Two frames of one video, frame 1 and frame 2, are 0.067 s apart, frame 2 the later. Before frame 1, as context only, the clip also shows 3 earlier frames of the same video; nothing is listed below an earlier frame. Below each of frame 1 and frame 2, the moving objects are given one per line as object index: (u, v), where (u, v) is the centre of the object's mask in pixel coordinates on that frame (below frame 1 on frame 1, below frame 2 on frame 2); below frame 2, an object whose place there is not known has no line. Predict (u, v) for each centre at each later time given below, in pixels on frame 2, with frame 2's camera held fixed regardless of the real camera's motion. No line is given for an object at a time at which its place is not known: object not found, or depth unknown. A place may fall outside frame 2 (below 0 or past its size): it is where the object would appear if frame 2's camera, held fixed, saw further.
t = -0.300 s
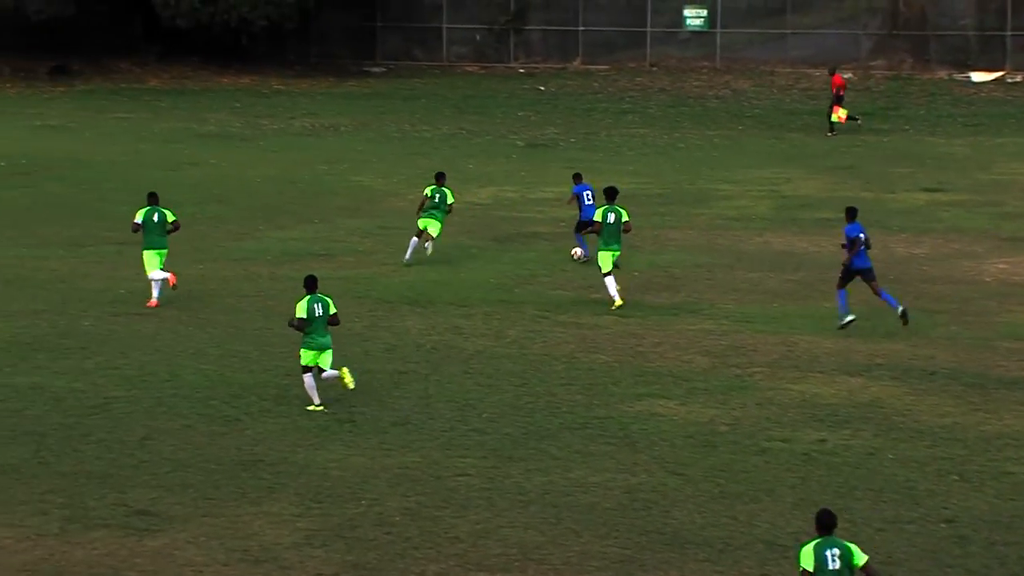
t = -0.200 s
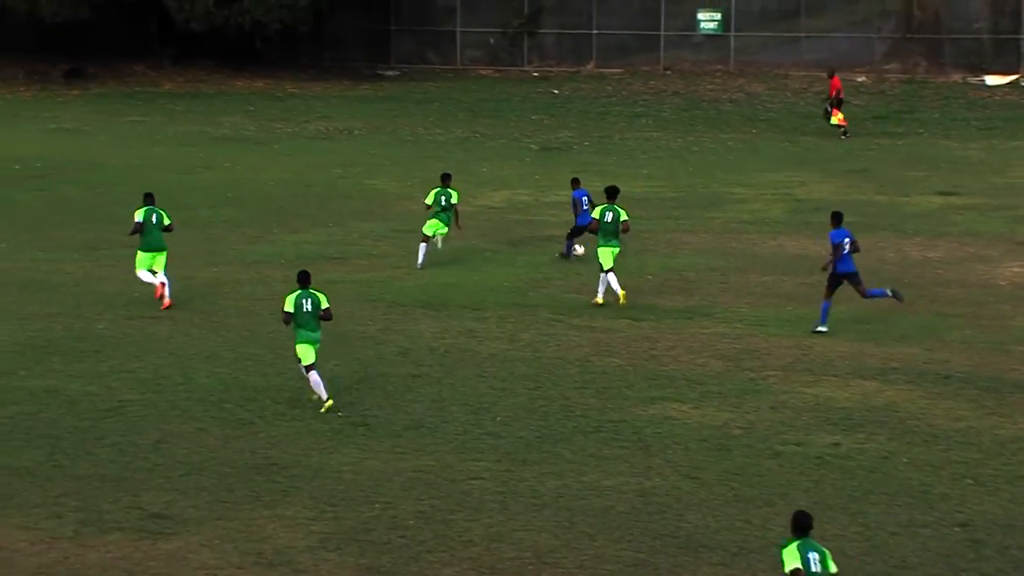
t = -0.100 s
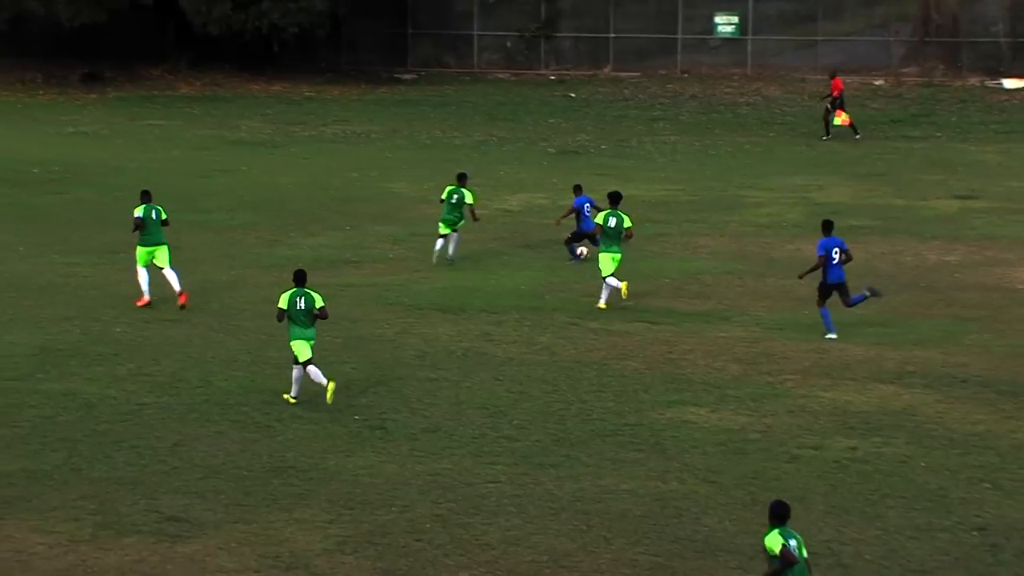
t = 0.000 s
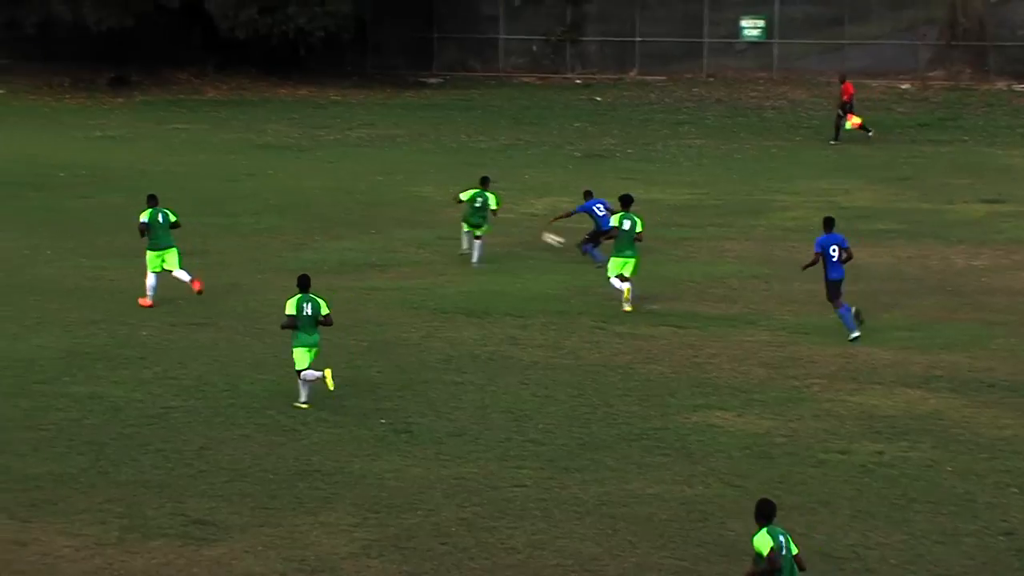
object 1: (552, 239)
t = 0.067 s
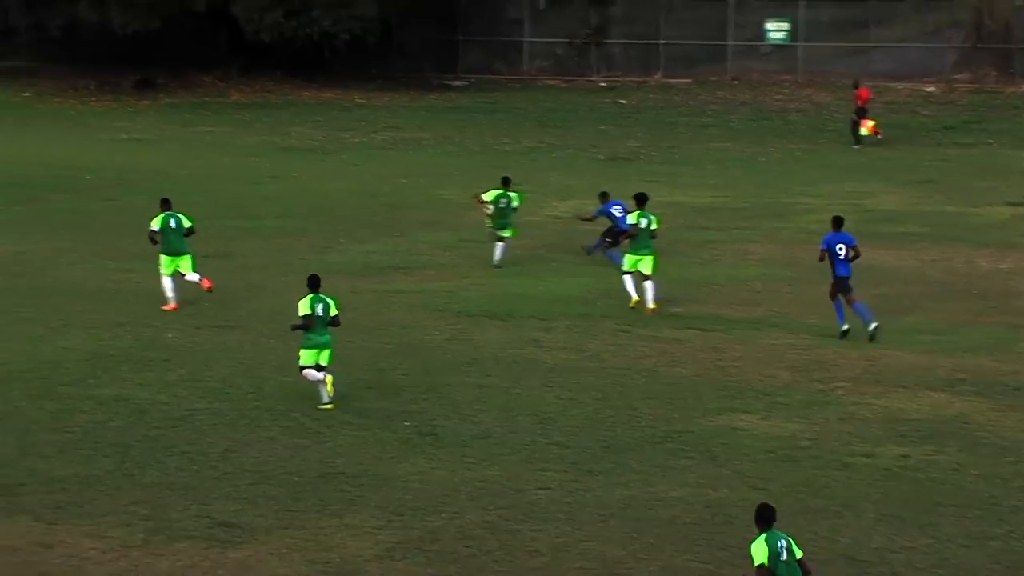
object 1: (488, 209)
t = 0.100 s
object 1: (456, 197)
